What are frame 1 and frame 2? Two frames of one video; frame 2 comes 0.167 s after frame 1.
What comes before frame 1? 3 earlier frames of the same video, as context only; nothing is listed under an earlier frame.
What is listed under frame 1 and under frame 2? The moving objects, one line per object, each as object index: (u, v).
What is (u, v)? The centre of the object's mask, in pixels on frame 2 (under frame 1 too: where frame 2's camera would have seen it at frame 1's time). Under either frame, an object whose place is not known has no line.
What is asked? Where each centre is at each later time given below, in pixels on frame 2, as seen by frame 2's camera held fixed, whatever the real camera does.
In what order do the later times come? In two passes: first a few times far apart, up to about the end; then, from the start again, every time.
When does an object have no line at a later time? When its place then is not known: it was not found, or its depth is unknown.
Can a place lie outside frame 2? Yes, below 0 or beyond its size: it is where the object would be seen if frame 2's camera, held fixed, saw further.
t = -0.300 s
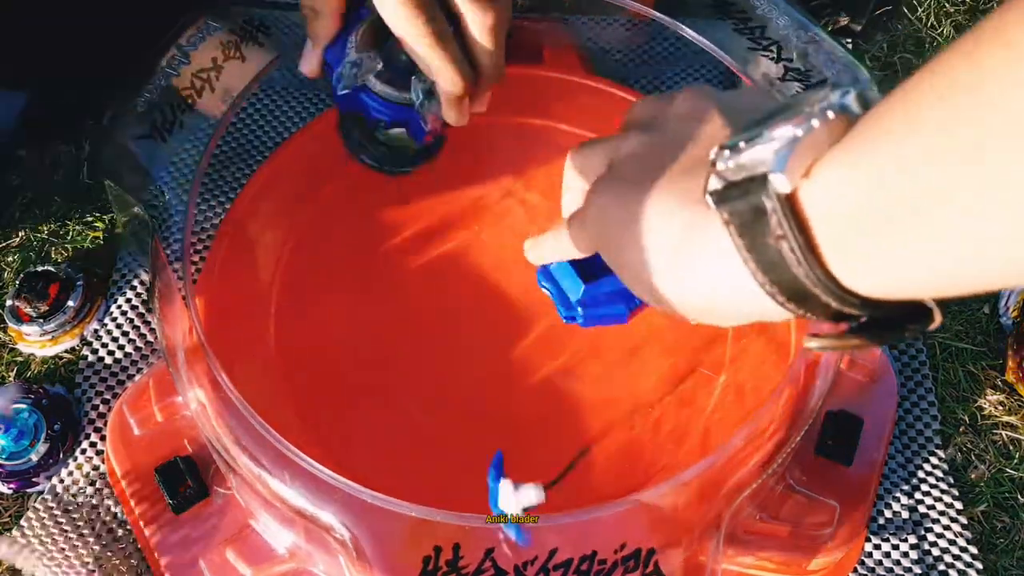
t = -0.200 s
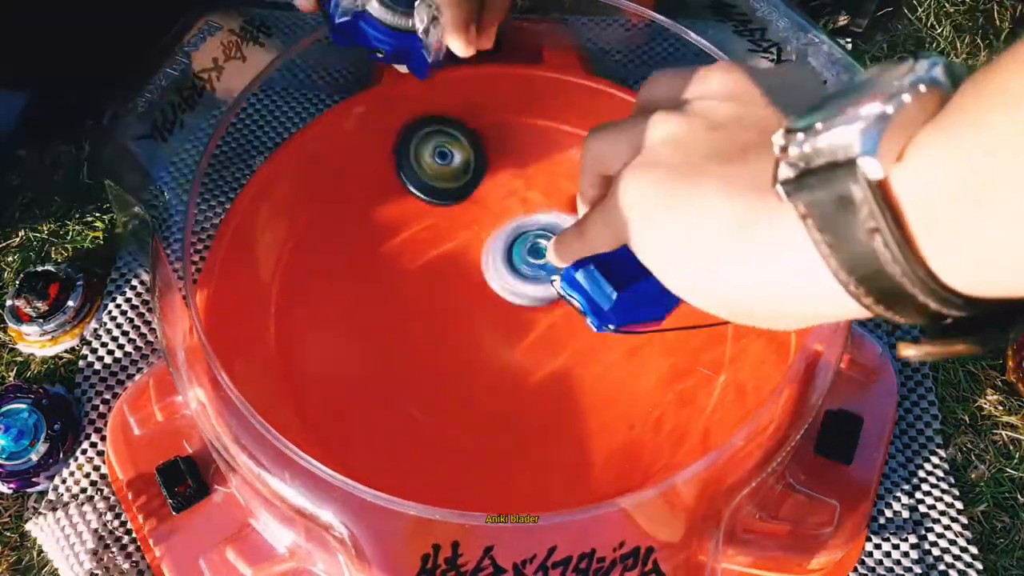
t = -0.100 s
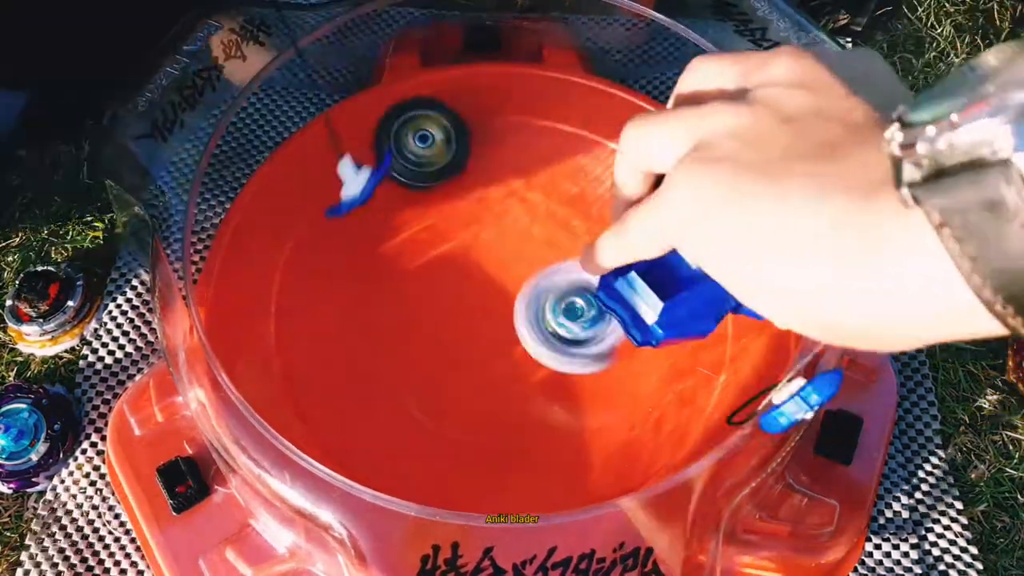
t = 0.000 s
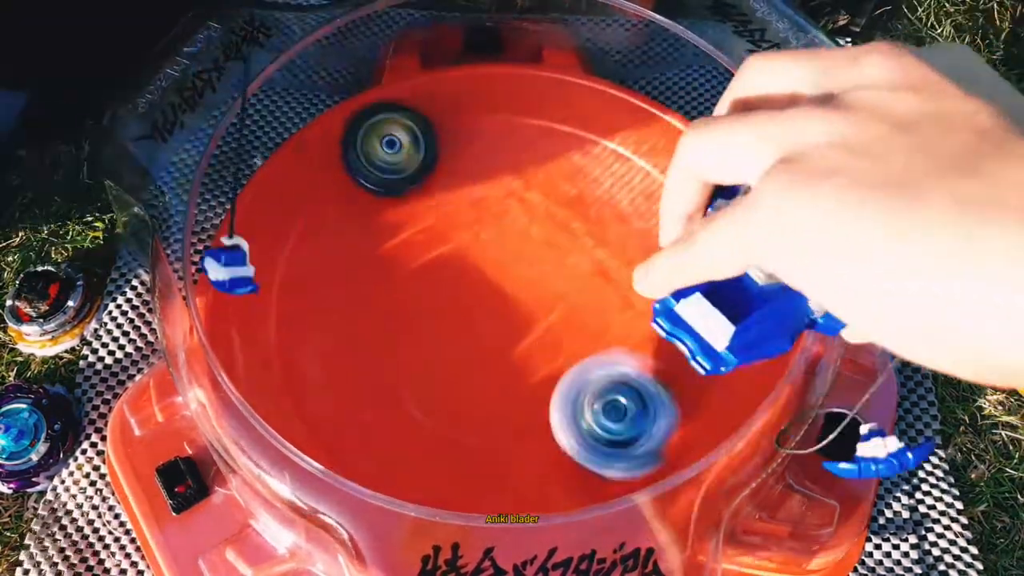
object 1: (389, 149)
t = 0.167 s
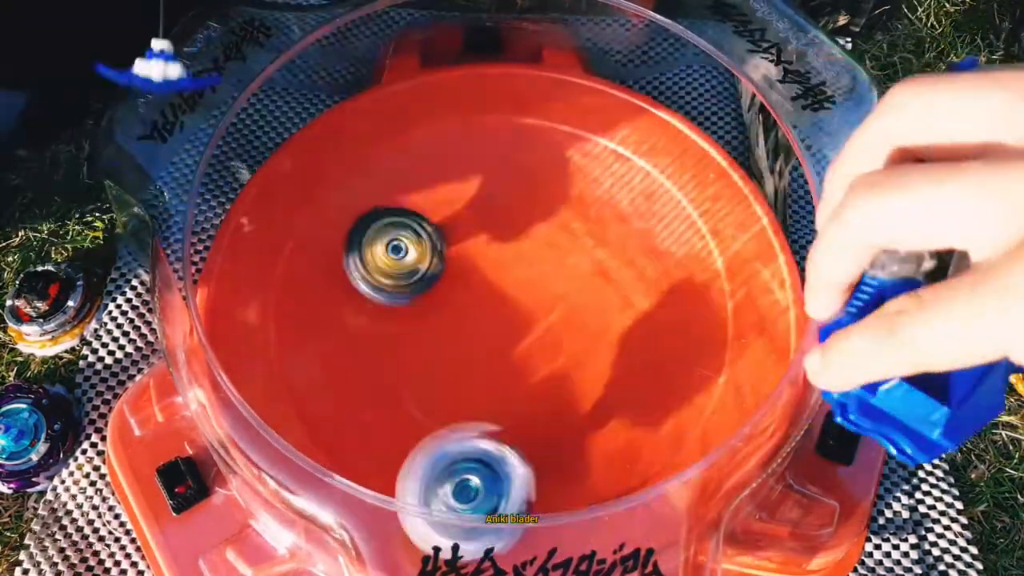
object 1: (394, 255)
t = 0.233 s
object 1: (397, 306)
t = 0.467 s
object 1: (478, 364)
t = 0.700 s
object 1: (526, 359)
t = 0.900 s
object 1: (498, 352)
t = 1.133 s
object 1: (434, 348)
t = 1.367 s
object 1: (405, 354)
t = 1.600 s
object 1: (458, 331)
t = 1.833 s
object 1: (536, 371)
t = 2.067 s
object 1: (371, 388)
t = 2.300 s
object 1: (347, 171)
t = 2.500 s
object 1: (638, 134)
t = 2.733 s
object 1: (648, 223)
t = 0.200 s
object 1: (395, 280)
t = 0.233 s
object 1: (397, 306)
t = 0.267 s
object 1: (399, 329)
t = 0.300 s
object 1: (408, 344)
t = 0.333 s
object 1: (420, 350)
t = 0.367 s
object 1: (436, 356)
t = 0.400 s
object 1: (450, 359)
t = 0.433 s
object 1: (465, 362)
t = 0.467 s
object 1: (478, 364)
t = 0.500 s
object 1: (491, 365)
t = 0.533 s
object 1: (501, 366)
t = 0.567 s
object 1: (509, 366)
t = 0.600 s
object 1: (516, 366)
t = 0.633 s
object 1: (521, 363)
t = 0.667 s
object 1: (525, 361)
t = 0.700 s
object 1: (526, 359)
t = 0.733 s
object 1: (525, 358)
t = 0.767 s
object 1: (523, 356)
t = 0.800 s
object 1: (518, 355)
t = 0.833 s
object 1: (512, 353)
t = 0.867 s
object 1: (507, 351)
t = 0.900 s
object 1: (498, 352)
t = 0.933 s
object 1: (489, 351)
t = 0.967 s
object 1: (480, 350)
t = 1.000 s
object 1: (470, 349)
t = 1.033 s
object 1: (462, 349)
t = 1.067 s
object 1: (452, 348)
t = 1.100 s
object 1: (442, 349)
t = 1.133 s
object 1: (434, 348)
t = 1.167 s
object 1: (426, 348)
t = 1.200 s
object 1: (419, 347)
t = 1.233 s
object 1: (414, 347)
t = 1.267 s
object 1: (410, 347)
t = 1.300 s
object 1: (407, 348)
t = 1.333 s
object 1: (405, 351)
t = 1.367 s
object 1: (405, 354)
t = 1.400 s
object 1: (407, 354)
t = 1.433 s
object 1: (409, 355)
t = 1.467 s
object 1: (418, 349)
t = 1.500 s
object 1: (426, 341)
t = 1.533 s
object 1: (436, 336)
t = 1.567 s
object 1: (447, 332)
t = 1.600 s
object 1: (458, 331)
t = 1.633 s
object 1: (470, 333)
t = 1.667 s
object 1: (483, 336)
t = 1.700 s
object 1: (495, 341)
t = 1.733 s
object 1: (508, 348)
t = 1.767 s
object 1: (520, 356)
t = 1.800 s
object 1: (529, 364)
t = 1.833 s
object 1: (536, 371)
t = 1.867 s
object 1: (541, 379)
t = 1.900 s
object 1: (544, 387)
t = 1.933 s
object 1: (544, 394)
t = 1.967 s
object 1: (526, 398)
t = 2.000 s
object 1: (471, 399)
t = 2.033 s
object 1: (419, 396)
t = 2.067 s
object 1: (371, 388)
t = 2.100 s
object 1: (330, 373)
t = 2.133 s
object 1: (299, 351)
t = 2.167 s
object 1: (274, 326)
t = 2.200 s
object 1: (269, 280)
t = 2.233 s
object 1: (278, 239)
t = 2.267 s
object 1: (309, 203)
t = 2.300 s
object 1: (347, 171)
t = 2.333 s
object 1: (390, 144)
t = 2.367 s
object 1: (437, 124)
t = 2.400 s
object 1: (485, 111)
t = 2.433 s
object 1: (535, 108)
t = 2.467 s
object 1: (587, 116)
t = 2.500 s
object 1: (638, 134)
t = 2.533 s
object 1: (689, 163)
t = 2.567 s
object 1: (752, 189)
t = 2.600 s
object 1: (759, 211)
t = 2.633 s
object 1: (730, 212)
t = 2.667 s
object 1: (708, 207)
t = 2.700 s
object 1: (680, 215)
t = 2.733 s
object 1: (648, 223)
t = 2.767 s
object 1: (616, 233)
